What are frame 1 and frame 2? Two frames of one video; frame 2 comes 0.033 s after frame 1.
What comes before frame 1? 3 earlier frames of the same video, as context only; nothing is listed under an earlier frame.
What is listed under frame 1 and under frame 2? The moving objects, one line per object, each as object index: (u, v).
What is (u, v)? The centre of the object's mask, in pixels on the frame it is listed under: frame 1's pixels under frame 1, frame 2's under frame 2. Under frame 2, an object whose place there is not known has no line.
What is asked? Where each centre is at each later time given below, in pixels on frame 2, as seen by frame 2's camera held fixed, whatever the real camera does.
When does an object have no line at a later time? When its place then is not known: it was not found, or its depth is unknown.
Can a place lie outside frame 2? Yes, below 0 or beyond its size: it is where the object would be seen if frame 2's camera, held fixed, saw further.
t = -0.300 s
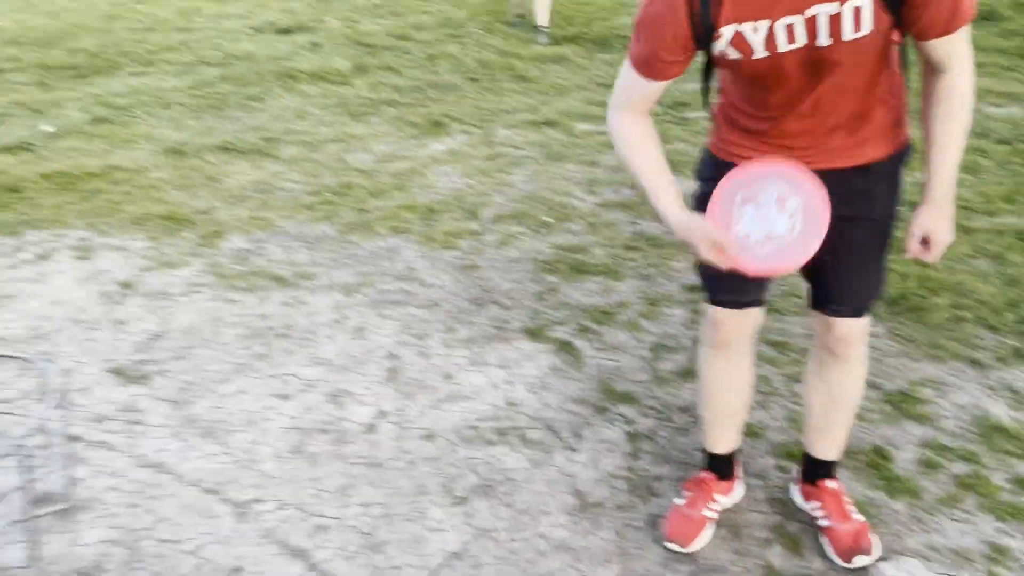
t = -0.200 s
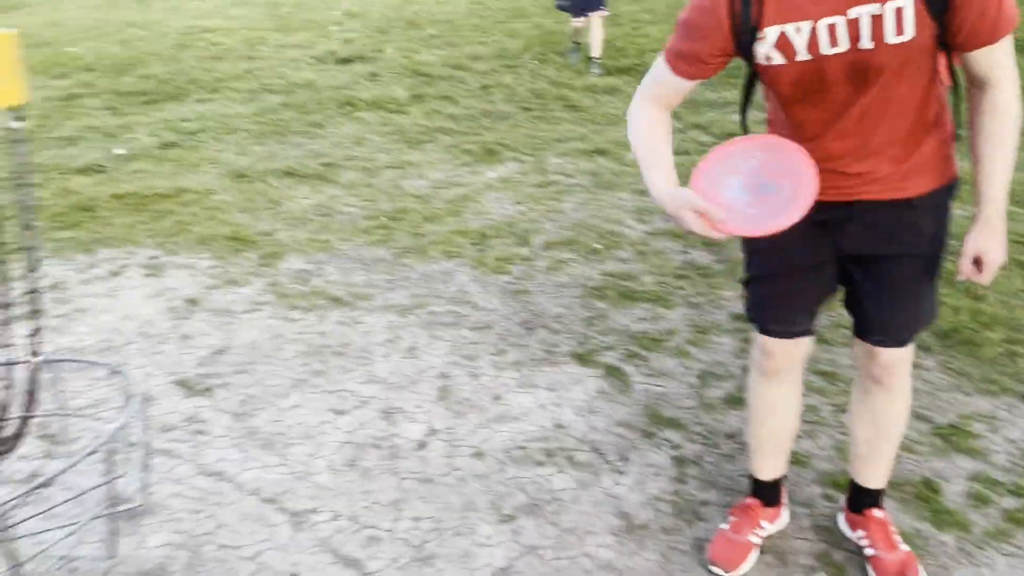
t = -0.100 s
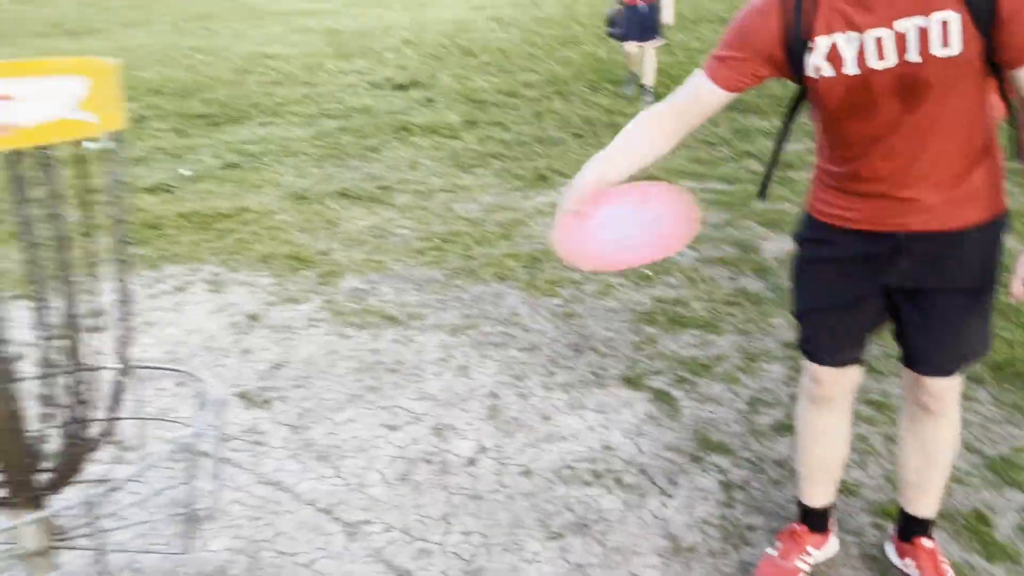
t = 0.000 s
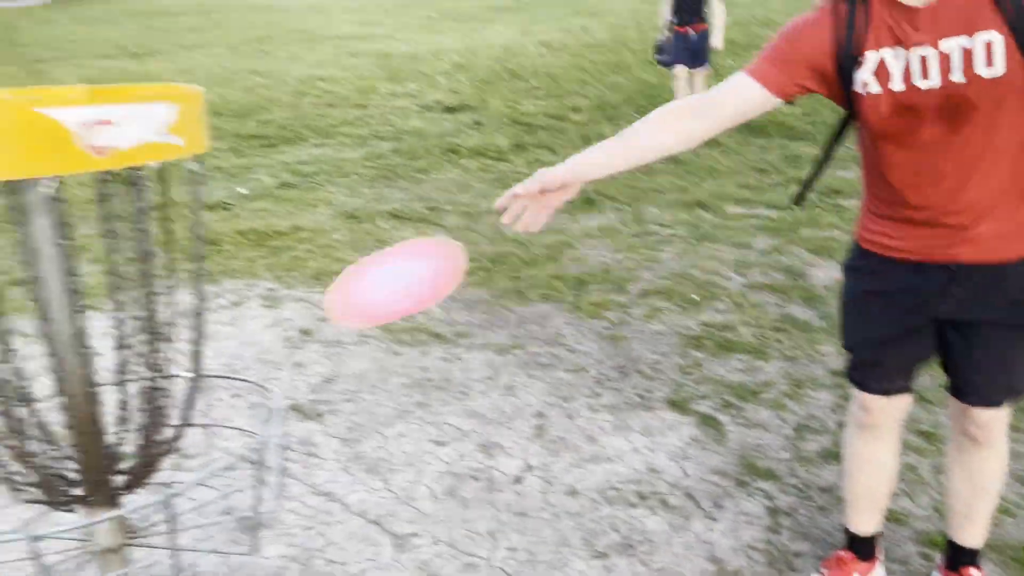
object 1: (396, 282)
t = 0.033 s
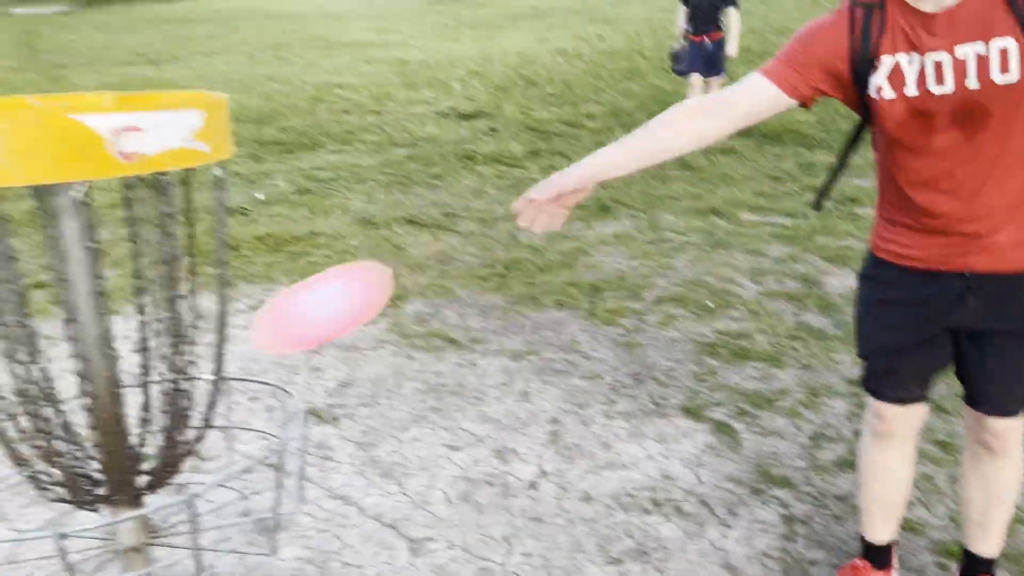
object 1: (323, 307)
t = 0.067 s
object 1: (244, 328)
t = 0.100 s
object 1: (200, 342)
